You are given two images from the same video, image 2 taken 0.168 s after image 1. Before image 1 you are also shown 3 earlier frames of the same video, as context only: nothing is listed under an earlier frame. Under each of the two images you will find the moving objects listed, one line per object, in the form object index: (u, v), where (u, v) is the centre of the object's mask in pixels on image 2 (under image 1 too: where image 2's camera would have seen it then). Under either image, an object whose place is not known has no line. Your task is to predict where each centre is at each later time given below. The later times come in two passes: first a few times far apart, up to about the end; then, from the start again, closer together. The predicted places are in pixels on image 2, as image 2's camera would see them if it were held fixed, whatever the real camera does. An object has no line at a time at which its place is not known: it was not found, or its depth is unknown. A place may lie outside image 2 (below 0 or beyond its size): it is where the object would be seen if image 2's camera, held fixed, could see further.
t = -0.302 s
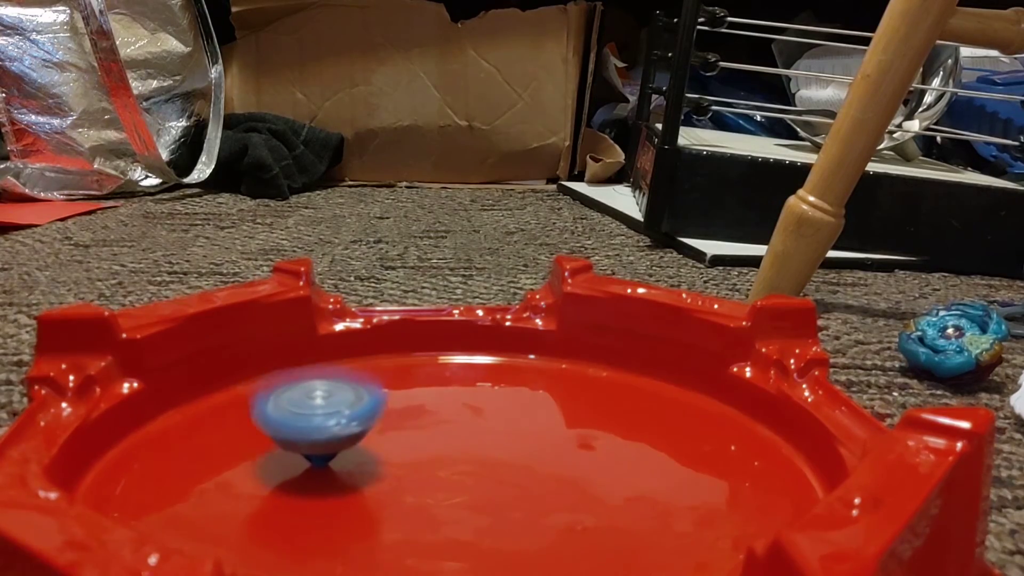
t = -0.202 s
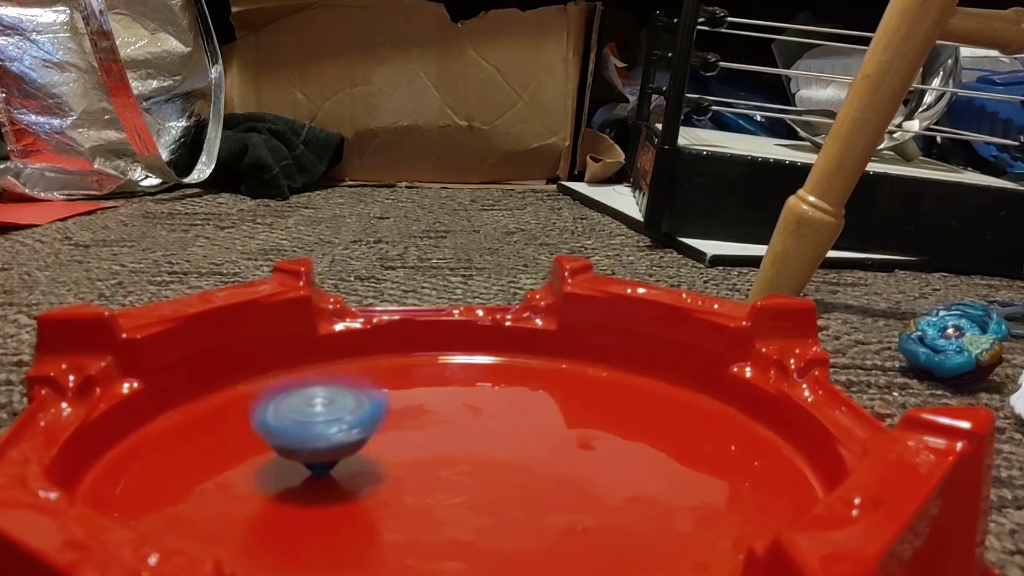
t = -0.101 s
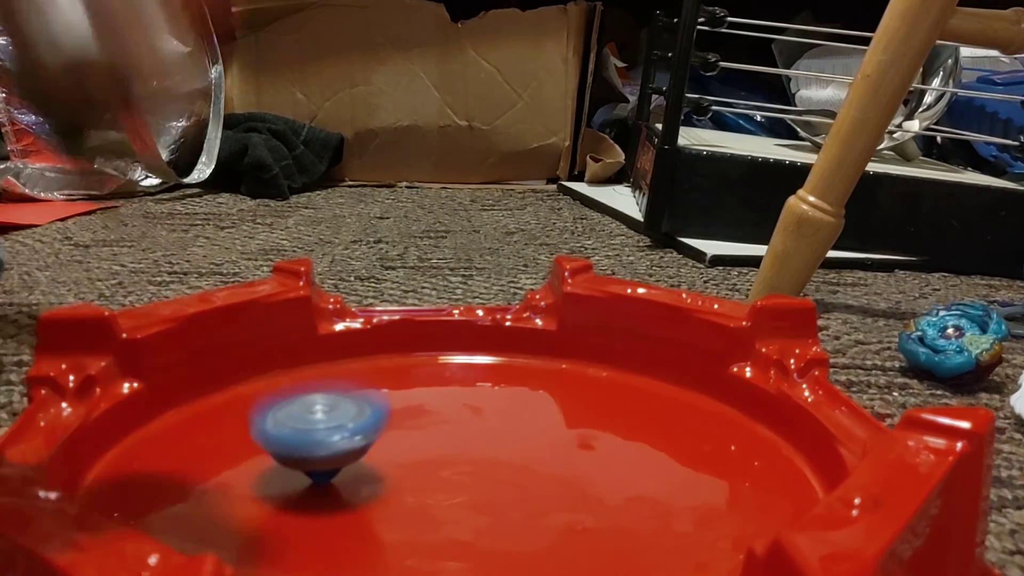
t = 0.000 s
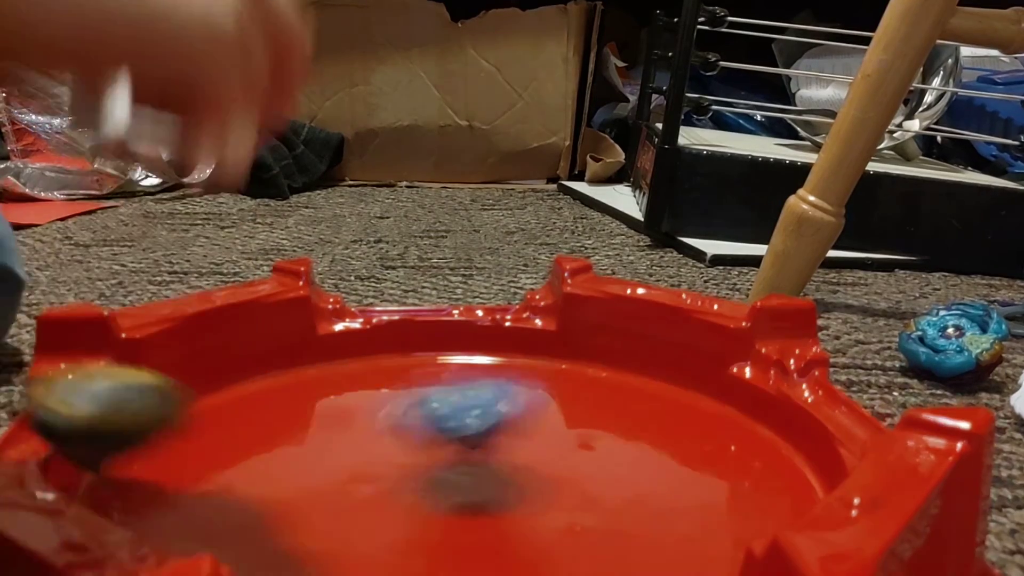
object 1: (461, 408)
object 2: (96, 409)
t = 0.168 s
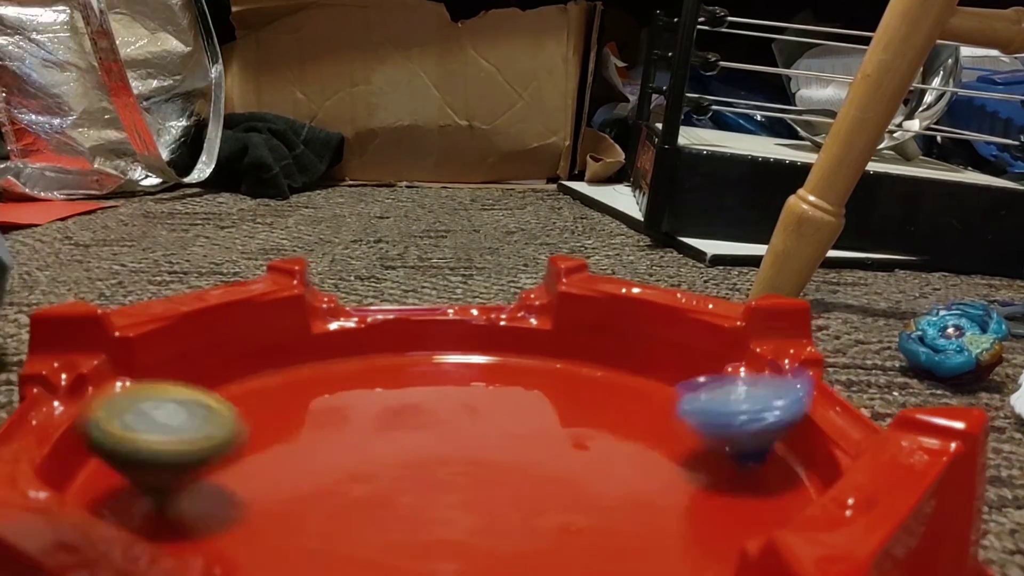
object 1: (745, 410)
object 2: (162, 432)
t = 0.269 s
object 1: (704, 423)
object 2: (304, 428)
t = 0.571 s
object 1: (508, 429)
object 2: (404, 318)
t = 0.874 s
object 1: (326, 450)
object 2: (275, 366)
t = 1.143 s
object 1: (294, 464)
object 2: (225, 384)
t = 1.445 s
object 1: (307, 458)
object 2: (305, 373)
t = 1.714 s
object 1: (326, 450)
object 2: (280, 380)
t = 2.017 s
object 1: (360, 471)
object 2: (296, 402)
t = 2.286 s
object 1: (363, 499)
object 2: (305, 402)
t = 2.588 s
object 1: (326, 510)
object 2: (295, 415)
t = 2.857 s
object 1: (274, 509)
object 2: (372, 406)
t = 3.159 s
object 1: (261, 483)
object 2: (325, 388)
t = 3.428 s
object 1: (286, 484)
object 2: (298, 387)
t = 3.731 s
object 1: (328, 492)
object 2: (275, 379)
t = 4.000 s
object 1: (347, 495)
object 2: (281, 412)
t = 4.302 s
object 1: (346, 520)
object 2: (345, 386)
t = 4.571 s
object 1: (311, 523)
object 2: (296, 373)
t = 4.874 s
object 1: (298, 501)
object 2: (277, 409)
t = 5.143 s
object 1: (334, 505)
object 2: (325, 403)
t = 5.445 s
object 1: (371, 507)
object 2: (320, 403)
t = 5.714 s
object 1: (394, 500)
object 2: (351, 414)
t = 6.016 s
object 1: (383, 528)
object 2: (363, 375)
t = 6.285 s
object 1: (350, 529)
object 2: (291, 346)
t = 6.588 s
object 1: (358, 498)
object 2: (280, 425)
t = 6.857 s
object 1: (528, 539)
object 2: (234, 382)
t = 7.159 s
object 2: (232, 384)
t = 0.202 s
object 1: (733, 417)
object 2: (206, 436)
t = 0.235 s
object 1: (720, 422)
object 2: (257, 434)
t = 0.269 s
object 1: (704, 423)
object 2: (304, 428)
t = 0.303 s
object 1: (687, 425)
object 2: (349, 416)
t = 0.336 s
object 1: (668, 427)
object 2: (382, 404)
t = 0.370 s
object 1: (649, 429)
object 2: (407, 390)
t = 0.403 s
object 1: (627, 430)
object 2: (424, 375)
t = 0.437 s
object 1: (605, 431)
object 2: (431, 361)
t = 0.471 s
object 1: (581, 433)
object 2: (430, 349)
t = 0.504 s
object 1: (556, 433)
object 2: (424, 335)
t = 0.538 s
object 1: (532, 433)
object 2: (415, 322)
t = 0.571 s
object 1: (508, 429)
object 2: (404, 318)
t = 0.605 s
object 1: (487, 425)
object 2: (392, 326)
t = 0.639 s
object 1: (463, 427)
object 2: (382, 334)
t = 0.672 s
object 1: (439, 425)
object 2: (373, 345)
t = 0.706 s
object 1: (419, 426)
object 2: (364, 354)
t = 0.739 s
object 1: (403, 432)
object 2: (350, 357)
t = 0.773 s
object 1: (385, 440)
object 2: (331, 361)
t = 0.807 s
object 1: (363, 446)
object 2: (312, 362)
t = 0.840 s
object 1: (343, 450)
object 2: (293, 364)
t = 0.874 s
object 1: (326, 450)
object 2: (275, 366)
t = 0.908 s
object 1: (312, 450)
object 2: (258, 370)
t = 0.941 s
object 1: (302, 447)
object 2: (244, 375)
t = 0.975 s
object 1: (302, 452)
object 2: (229, 378)
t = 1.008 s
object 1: (303, 460)
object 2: (214, 378)
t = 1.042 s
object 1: (303, 466)
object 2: (202, 374)
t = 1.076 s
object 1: (300, 467)
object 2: (207, 377)
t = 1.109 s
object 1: (297, 467)
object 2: (216, 382)
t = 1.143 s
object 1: (294, 464)
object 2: (225, 384)
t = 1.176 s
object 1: (293, 461)
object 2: (237, 386)
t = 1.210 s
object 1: (293, 460)
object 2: (251, 387)
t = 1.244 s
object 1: (296, 462)
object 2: (263, 386)
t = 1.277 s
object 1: (297, 462)
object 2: (275, 384)
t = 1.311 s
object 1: (298, 462)
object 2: (286, 382)
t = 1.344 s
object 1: (300, 462)
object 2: (294, 380)
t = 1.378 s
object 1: (302, 461)
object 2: (300, 377)
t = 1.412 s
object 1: (304, 460)
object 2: (303, 375)
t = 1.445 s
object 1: (307, 458)
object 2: (305, 373)
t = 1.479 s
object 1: (309, 457)
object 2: (304, 372)
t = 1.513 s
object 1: (311, 456)
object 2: (302, 371)
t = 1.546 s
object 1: (313, 455)
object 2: (298, 371)
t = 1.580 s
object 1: (316, 454)
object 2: (294, 371)
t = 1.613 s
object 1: (318, 452)
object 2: (290, 372)
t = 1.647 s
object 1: (321, 451)
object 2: (285, 374)
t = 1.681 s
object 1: (323, 451)
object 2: (282, 376)
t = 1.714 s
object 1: (326, 450)
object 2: (280, 380)
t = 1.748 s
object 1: (330, 451)
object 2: (280, 384)
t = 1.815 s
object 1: (340, 457)
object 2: (282, 388)
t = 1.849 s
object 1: (344, 458)
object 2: (285, 392)
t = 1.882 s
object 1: (348, 461)
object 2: (288, 395)
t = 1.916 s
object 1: (352, 463)
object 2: (290, 397)
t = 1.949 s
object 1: (355, 466)
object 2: (292, 398)
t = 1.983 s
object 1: (357, 470)
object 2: (294, 400)
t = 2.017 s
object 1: (360, 471)
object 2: (296, 402)
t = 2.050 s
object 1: (361, 473)
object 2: (298, 403)
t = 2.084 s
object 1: (362, 475)
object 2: (303, 406)
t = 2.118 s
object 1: (365, 481)
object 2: (305, 407)
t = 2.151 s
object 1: (367, 487)
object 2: (307, 406)
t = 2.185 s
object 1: (367, 492)
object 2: (308, 405)
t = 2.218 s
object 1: (366, 494)
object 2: (307, 403)
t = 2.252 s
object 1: (364, 496)
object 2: (306, 402)
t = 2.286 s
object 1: (363, 499)
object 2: (305, 402)
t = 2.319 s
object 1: (361, 501)
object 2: (303, 401)
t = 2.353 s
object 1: (360, 504)
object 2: (301, 401)
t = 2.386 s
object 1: (358, 506)
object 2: (299, 401)
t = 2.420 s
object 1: (355, 507)
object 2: (296, 402)
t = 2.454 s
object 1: (352, 509)
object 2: (295, 404)
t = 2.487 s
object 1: (347, 510)
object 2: (293, 406)
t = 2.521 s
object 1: (341, 510)
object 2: (293, 409)
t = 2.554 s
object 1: (334, 510)
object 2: (293, 411)
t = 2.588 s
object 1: (326, 510)
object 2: (295, 415)
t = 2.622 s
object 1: (323, 511)
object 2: (298, 418)
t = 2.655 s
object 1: (320, 511)
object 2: (304, 421)
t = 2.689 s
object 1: (315, 509)
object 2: (312, 423)
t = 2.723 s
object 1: (311, 508)
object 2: (323, 424)
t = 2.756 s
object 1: (306, 509)
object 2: (338, 424)
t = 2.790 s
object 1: (294, 511)
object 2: (351, 422)
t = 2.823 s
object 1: (282, 509)
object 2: (368, 412)
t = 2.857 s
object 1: (274, 509)
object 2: (372, 406)
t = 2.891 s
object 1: (269, 508)
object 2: (375, 401)
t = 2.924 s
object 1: (265, 507)
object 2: (375, 396)
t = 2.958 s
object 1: (261, 505)
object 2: (372, 393)
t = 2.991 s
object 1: (260, 501)
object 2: (368, 389)
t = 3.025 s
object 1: (259, 498)
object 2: (361, 387)
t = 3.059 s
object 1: (257, 495)
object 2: (353, 386)
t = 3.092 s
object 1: (257, 491)
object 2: (344, 386)
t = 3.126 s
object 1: (259, 487)
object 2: (334, 387)
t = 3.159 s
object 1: (261, 483)
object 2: (325, 388)
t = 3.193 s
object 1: (263, 480)
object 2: (315, 389)
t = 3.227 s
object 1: (269, 476)
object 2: (306, 391)
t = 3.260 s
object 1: (274, 473)
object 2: (300, 392)
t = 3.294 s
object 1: (278, 472)
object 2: (294, 395)
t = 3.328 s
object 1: (277, 475)
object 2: (294, 394)
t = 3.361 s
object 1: (279, 480)
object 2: (296, 393)
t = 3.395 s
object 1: (283, 483)
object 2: (297, 390)
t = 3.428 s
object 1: (286, 484)
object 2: (298, 387)
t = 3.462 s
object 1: (292, 484)
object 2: (299, 386)
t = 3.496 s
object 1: (296, 484)
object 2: (299, 384)
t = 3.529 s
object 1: (300, 484)
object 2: (298, 381)
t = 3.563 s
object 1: (306, 487)
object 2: (296, 379)
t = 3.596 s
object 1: (311, 489)
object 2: (293, 379)
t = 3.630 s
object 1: (315, 490)
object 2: (290, 378)
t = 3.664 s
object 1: (319, 491)
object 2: (286, 378)
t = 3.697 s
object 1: (324, 491)
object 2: (281, 378)
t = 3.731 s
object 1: (328, 492)
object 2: (275, 379)
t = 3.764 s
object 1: (330, 493)
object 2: (271, 381)
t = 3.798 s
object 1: (333, 494)
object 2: (268, 384)
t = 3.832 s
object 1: (335, 493)
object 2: (266, 388)
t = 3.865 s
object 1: (336, 494)
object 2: (267, 393)
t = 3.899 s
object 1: (339, 495)
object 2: (270, 397)
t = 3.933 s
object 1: (342, 494)
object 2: (273, 402)
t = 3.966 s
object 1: (344, 495)
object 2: (276, 407)
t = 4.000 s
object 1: (347, 495)
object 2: (281, 412)
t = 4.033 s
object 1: (348, 495)
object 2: (290, 418)
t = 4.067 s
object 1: (349, 495)
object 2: (299, 420)
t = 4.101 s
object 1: (351, 498)
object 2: (312, 421)
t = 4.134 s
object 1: (349, 506)
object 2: (328, 417)
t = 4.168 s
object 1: (349, 510)
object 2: (340, 412)
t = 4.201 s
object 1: (350, 513)
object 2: (347, 405)
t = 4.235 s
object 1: (349, 518)
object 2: (350, 399)
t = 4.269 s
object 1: (348, 519)
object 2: (349, 392)
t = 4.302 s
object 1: (346, 520)
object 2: (345, 386)
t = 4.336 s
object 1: (342, 522)
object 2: (340, 382)
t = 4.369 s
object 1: (339, 522)
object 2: (334, 380)
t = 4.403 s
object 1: (334, 525)
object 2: (329, 377)
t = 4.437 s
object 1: (330, 526)
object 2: (323, 375)
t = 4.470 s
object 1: (326, 525)
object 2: (317, 374)
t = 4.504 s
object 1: (322, 526)
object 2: (311, 373)
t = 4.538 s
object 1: (317, 525)
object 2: (304, 373)
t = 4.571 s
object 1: (311, 523)
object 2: (296, 373)
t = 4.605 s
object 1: (307, 522)
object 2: (288, 375)
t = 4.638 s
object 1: (303, 520)
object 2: (281, 378)
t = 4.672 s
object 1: (301, 518)
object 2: (277, 383)
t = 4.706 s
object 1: (298, 516)
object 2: (273, 387)
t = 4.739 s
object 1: (296, 515)
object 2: (272, 392)
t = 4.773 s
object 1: (295, 511)
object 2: (273, 396)
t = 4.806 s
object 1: (294, 507)
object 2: (273, 401)
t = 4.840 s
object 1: (295, 504)
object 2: (275, 404)
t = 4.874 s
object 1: (298, 501)
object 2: (277, 409)
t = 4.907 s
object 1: (300, 497)
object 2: (283, 412)
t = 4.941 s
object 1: (302, 498)
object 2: (292, 416)
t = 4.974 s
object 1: (308, 504)
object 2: (302, 415)
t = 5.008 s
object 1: (313, 508)
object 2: (308, 413)
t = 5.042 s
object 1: (318, 508)
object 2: (315, 411)
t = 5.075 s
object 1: (323, 507)
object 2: (319, 407)
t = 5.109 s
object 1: (328, 506)
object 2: (323, 405)
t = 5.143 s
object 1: (334, 505)
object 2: (325, 403)
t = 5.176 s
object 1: (339, 505)
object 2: (326, 400)
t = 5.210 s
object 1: (343, 504)
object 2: (325, 399)
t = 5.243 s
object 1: (348, 503)
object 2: (324, 398)
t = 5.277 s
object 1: (354, 507)
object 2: (322, 396)
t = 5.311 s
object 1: (358, 506)
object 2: (319, 397)
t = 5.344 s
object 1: (362, 507)
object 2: (318, 398)
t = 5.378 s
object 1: (364, 507)
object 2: (317, 399)
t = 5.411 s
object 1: (368, 506)
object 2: (318, 401)
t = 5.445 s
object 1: (371, 507)
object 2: (320, 403)
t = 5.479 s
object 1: (374, 507)
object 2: (322, 405)
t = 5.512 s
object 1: (379, 506)
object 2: (325, 408)
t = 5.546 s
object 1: (382, 508)
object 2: (329, 409)
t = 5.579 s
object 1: (384, 506)
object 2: (334, 411)
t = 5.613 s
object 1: (388, 506)
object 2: (339, 412)
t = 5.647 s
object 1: (390, 504)
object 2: (343, 413)
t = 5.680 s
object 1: (391, 502)
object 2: (347, 414)
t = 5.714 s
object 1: (394, 500)
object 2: (351, 414)
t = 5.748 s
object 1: (394, 499)
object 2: (354, 414)
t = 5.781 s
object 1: (396, 498)
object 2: (356, 417)
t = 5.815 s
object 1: (399, 496)
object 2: (359, 418)
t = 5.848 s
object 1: (398, 503)
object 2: (365, 420)
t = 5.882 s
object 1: (392, 511)
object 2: (369, 411)
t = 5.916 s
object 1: (391, 517)
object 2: (372, 405)
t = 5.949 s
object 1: (386, 524)
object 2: (374, 394)
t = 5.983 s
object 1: (383, 527)
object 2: (370, 383)
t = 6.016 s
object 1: (383, 528)
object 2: (363, 375)
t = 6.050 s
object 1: (381, 529)
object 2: (355, 368)
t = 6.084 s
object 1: (376, 531)
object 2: (346, 361)
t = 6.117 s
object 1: (373, 531)
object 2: (336, 356)
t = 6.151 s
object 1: (369, 531)
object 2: (326, 353)
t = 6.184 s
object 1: (363, 532)
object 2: (315, 349)
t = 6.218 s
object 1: (359, 531)
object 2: (306, 345)
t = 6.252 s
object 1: (355, 530)
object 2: (296, 345)
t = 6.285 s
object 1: (350, 529)
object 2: (291, 346)
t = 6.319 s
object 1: (345, 525)
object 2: (281, 356)
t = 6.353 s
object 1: (343, 523)
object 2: (277, 361)
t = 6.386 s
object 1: (343, 521)
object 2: (273, 368)
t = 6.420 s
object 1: (342, 518)
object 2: (269, 376)
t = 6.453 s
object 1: (342, 515)
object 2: (266, 385)
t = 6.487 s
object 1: (341, 509)
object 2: (266, 396)
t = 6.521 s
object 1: (347, 506)
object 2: (268, 405)
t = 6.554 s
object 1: (351, 503)
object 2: (272, 415)
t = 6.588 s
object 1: (358, 498)
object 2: (280, 425)
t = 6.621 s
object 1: (370, 505)
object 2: (289, 433)
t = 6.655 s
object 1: (395, 510)
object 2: (289, 428)
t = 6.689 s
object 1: (428, 522)
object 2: (281, 417)
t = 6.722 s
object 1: (457, 528)
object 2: (272, 407)
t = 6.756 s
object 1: (482, 532)
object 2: (262, 399)
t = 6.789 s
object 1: (501, 534)
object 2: (252, 391)
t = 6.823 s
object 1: (515, 537)
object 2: (243, 385)
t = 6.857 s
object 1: (528, 539)
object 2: (234, 382)
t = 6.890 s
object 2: (226, 377)
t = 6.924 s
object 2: (218, 373)
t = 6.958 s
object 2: (211, 371)
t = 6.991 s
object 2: (208, 371)
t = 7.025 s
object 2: (211, 372)
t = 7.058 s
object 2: (215, 375)
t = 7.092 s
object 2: (220, 377)
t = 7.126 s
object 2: (226, 381)
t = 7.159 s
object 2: (232, 384)
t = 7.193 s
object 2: (240, 387)
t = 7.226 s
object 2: (247, 390)
